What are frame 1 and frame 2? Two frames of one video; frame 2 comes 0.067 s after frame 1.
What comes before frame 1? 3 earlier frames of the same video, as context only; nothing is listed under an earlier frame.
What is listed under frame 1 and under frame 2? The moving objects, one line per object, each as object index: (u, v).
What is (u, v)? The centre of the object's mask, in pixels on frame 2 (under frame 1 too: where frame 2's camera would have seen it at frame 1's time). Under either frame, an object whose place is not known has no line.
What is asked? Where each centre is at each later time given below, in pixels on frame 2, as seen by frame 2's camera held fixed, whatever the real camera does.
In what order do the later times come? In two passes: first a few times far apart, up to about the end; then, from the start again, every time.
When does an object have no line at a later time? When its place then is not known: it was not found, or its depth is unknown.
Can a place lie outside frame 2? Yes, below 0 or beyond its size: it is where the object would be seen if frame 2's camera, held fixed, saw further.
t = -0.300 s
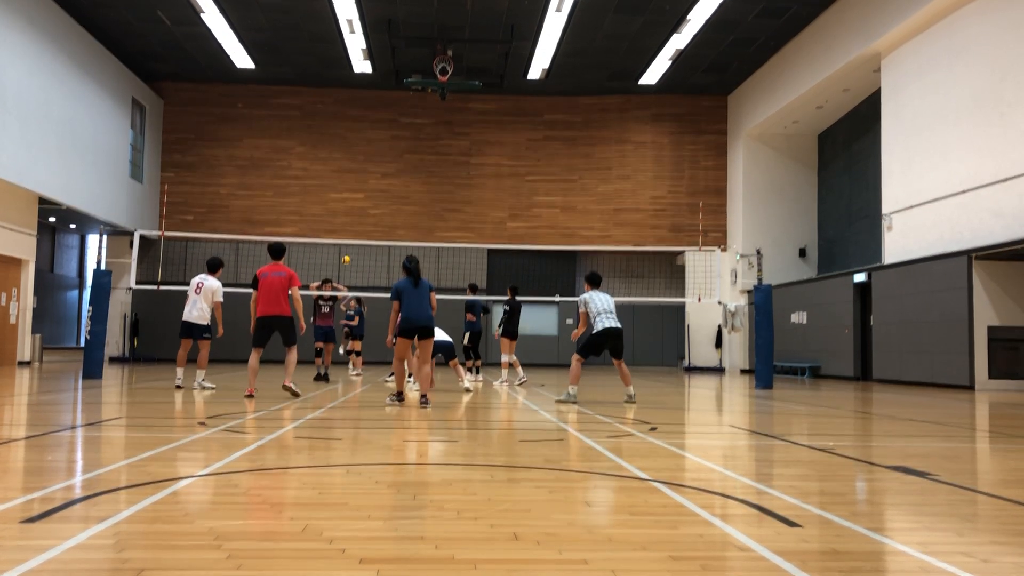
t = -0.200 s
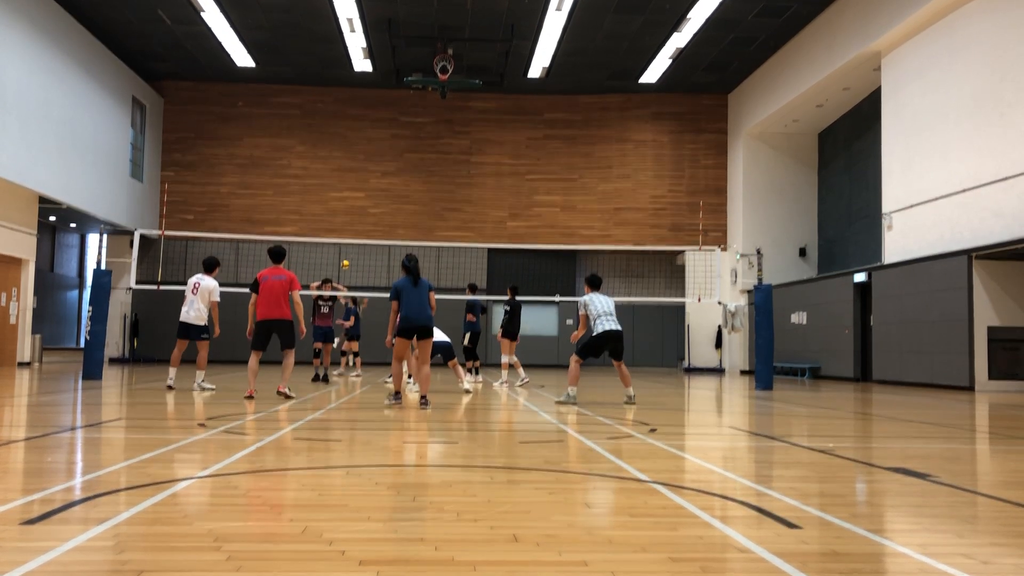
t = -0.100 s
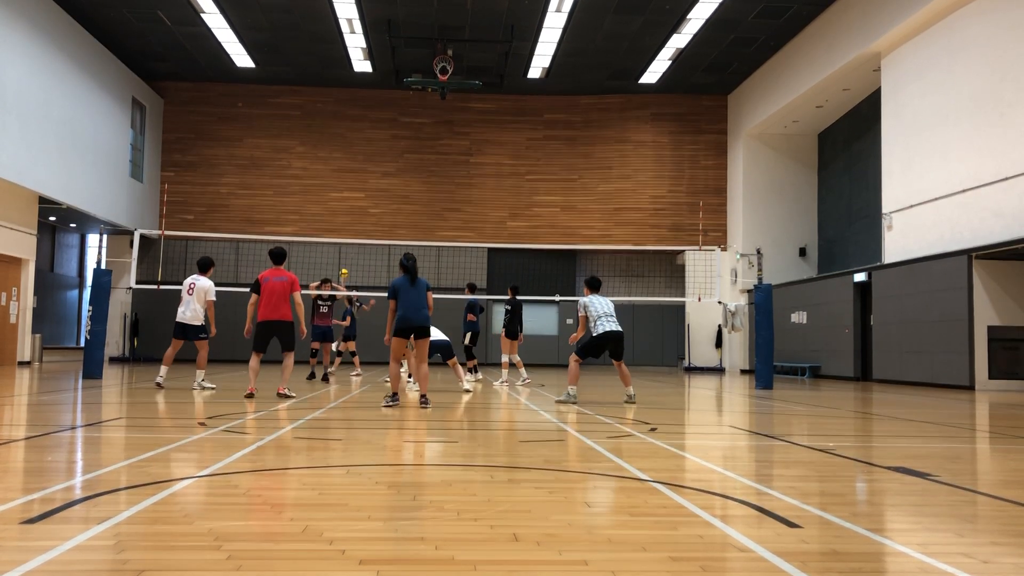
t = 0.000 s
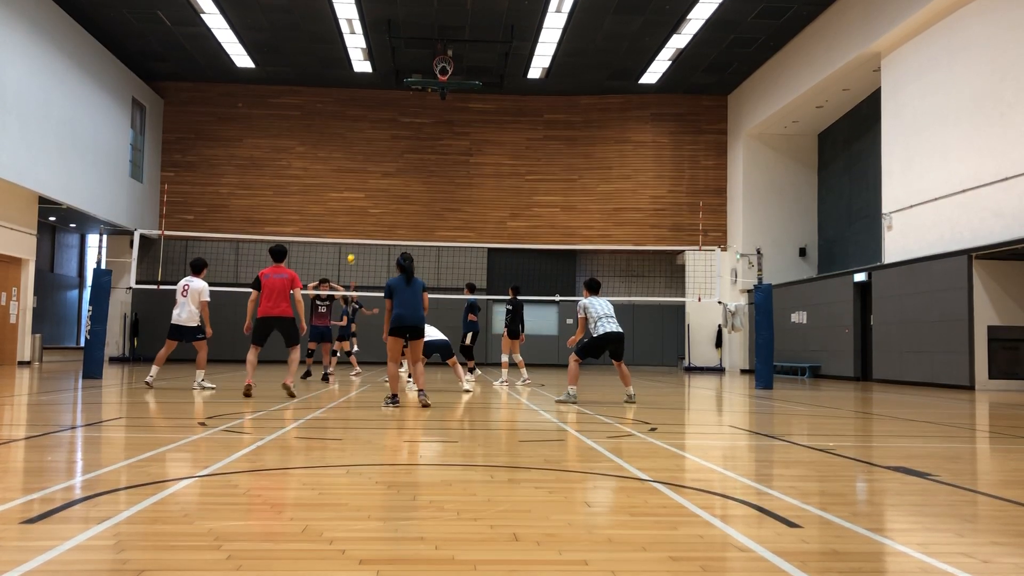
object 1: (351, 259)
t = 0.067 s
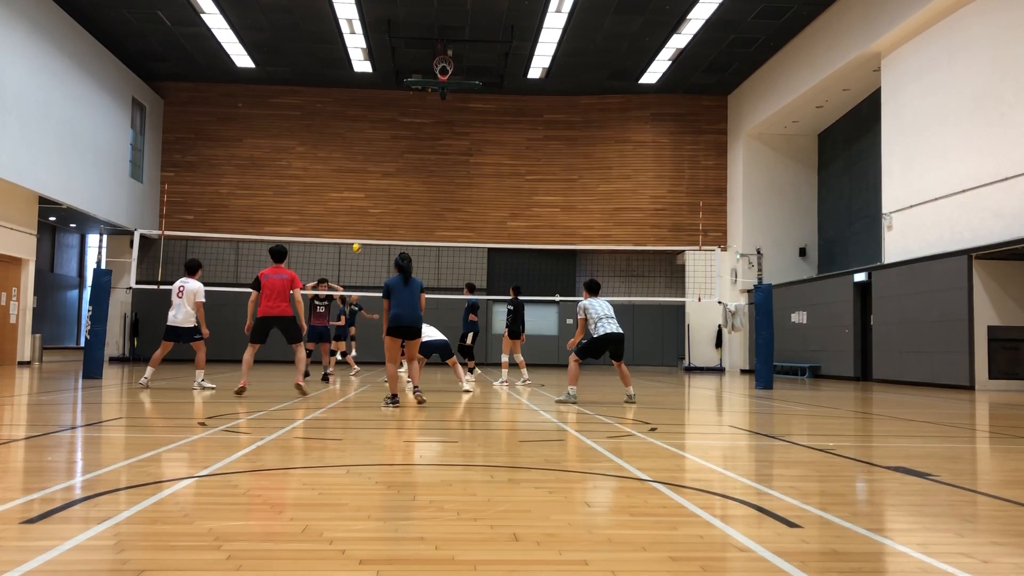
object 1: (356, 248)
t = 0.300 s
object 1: (375, 216)
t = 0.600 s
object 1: (405, 197)
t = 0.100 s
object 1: (359, 245)
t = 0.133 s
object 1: (362, 236)
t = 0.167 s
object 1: (364, 232)
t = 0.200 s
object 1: (367, 228)
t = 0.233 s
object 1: (370, 224)
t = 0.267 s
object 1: (372, 221)
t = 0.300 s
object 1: (375, 216)
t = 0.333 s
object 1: (377, 213)
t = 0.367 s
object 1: (380, 210)
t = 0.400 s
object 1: (383, 206)
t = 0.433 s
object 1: (386, 204)
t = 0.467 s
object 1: (390, 201)
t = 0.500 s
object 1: (393, 199)
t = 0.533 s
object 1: (397, 198)
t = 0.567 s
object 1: (400, 197)
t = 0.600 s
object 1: (405, 197)
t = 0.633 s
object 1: (410, 198)
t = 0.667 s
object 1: (415, 200)
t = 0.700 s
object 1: (421, 202)
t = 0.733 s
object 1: (427, 205)
